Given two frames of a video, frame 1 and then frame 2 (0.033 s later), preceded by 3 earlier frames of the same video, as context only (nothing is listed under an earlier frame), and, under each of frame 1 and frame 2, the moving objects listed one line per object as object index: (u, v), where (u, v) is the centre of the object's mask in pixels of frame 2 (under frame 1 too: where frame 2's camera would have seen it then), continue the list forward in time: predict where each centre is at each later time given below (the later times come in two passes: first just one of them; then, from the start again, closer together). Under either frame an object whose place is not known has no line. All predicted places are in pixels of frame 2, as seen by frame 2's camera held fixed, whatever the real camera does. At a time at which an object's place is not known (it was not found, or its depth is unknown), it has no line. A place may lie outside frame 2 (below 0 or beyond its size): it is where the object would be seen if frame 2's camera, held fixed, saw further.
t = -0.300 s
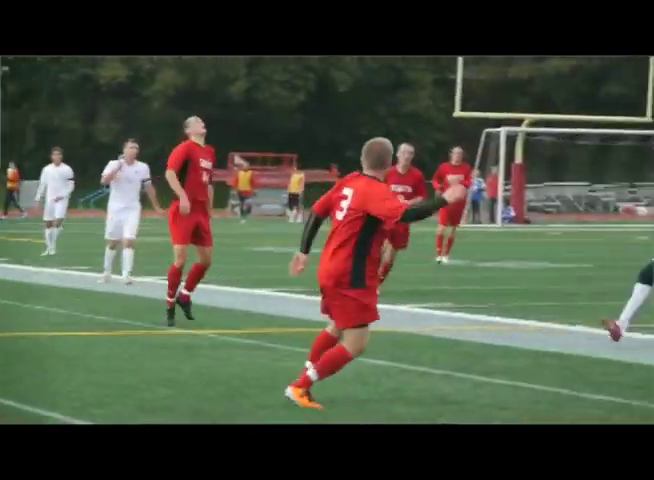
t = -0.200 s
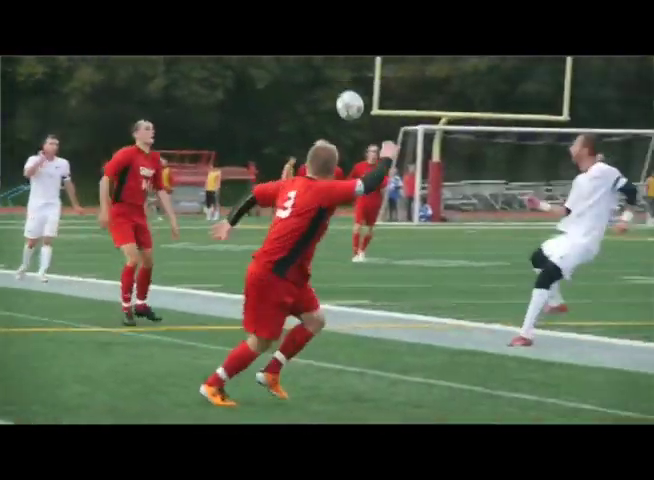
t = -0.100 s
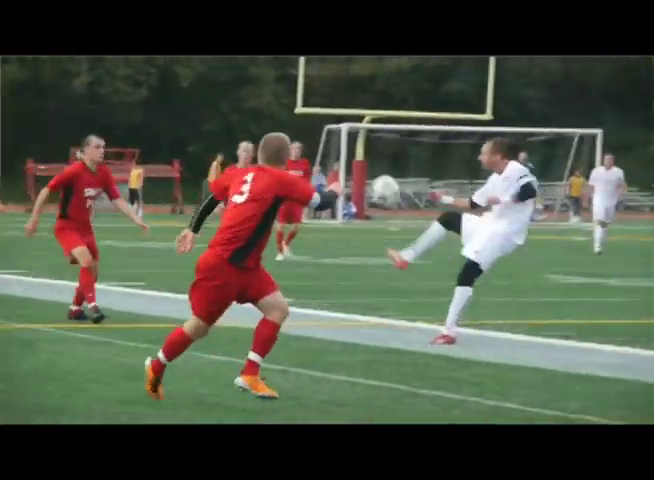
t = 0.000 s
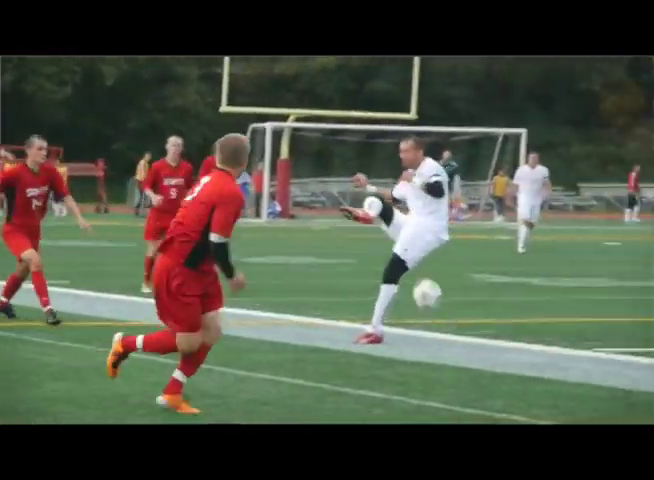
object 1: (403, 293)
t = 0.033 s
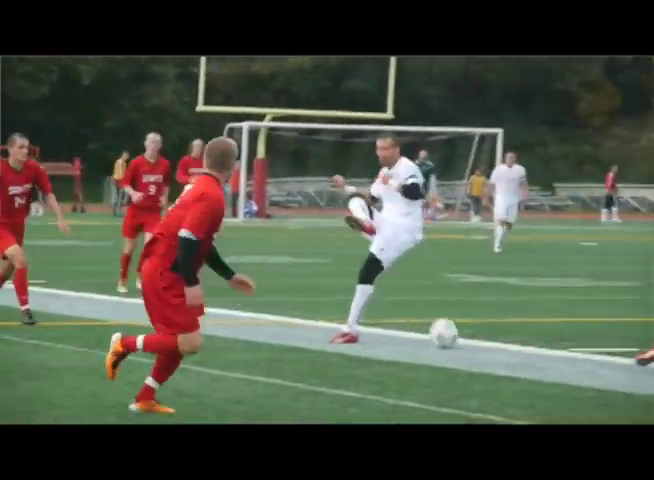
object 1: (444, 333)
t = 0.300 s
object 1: (646, 173)
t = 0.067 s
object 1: (470, 319)
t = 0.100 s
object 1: (495, 295)
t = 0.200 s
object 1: (569, 228)
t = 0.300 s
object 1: (646, 173)
